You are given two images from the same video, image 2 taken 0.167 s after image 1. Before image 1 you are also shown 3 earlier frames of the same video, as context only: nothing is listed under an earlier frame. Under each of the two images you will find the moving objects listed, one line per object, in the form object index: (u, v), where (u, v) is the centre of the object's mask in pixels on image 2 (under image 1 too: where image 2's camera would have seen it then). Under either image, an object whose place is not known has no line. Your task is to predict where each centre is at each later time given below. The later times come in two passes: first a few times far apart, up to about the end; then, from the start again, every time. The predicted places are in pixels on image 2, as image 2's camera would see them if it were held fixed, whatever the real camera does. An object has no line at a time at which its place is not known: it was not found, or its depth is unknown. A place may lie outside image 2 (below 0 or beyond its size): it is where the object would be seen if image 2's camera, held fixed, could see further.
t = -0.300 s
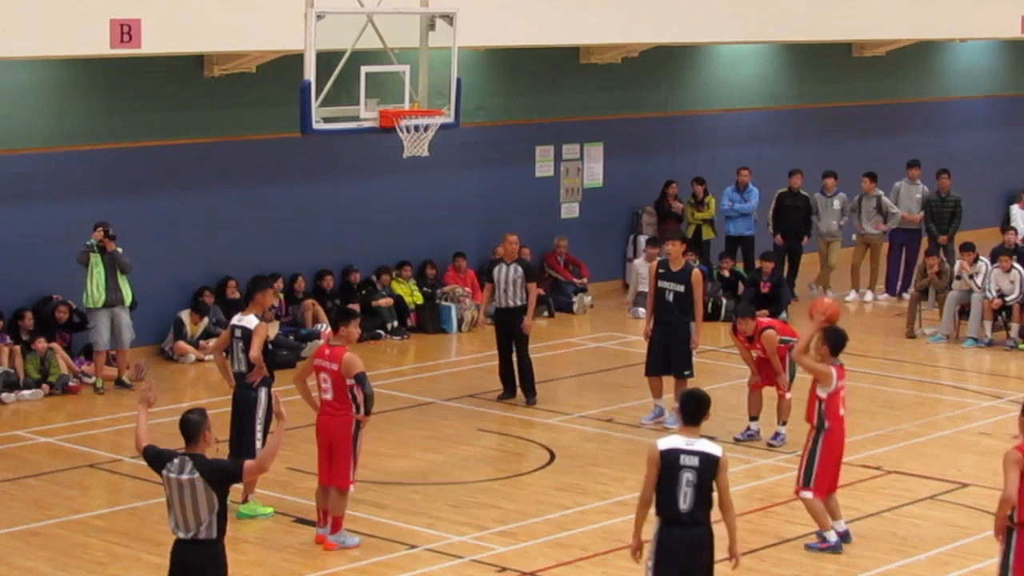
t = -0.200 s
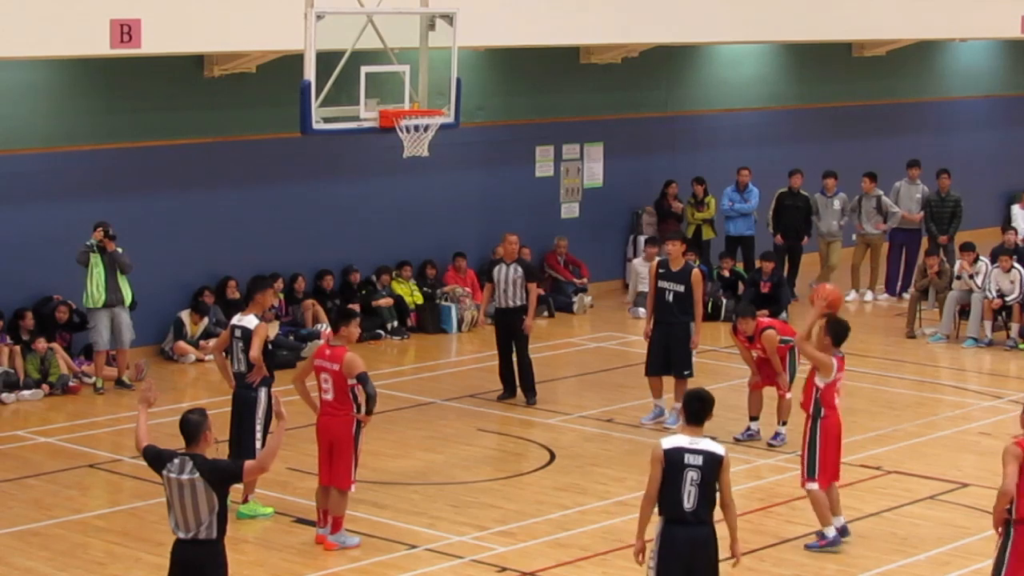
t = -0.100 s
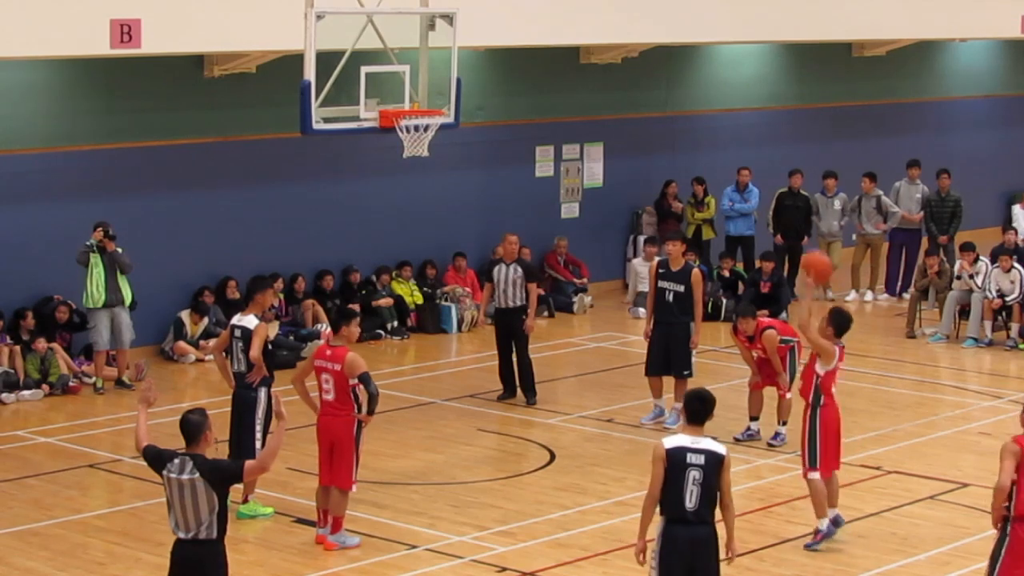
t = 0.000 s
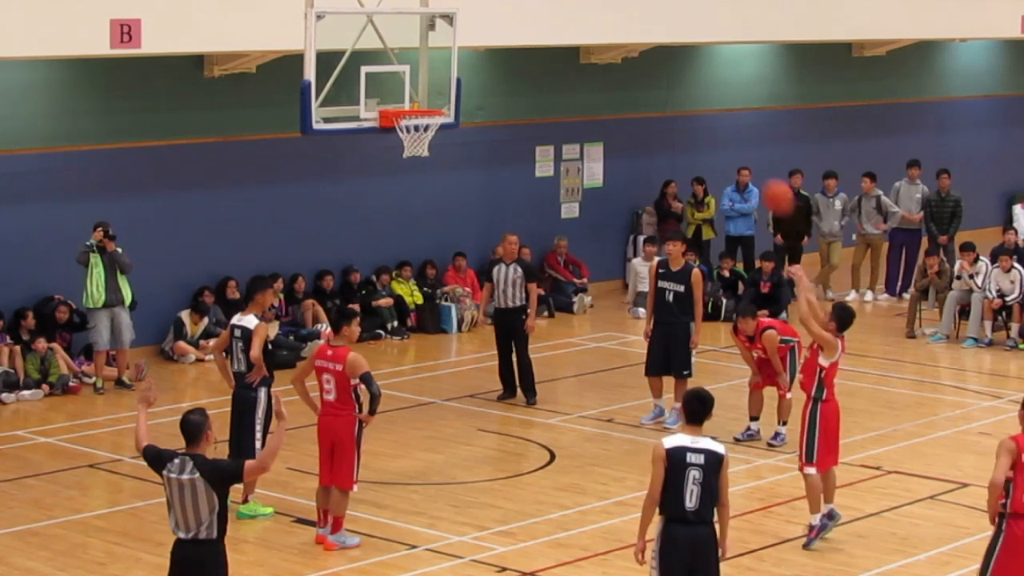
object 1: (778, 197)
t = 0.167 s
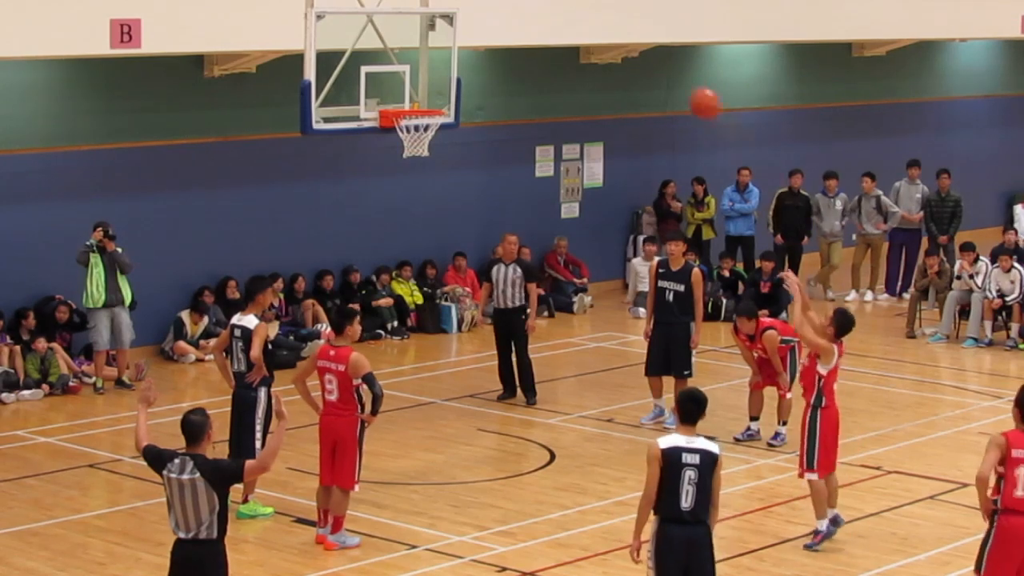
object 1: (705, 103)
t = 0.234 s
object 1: (677, 76)
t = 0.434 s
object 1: (595, 30)
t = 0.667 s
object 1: (506, 36)
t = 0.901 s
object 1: (424, 99)
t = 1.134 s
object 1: (414, 177)
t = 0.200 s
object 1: (691, 89)
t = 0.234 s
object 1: (677, 76)
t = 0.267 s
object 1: (663, 65)
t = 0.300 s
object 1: (650, 56)
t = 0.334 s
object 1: (636, 48)
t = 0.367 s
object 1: (622, 41)
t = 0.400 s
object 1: (609, 35)
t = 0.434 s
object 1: (595, 30)
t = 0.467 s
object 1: (582, 27)
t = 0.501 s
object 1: (569, 25)
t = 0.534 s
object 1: (557, 25)
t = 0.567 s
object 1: (544, 26)
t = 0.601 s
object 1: (531, 28)
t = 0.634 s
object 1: (519, 31)
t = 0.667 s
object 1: (506, 36)
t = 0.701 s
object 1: (494, 42)
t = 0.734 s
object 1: (482, 48)
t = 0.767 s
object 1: (471, 57)
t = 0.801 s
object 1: (459, 65)
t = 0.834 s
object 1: (447, 76)
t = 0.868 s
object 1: (436, 87)
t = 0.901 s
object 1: (424, 99)
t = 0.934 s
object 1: (414, 110)
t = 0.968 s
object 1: (408, 125)
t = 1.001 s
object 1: (410, 139)
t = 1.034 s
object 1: (408, 147)
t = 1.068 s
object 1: (410, 154)
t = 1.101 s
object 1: (412, 165)
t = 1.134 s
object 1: (414, 177)
